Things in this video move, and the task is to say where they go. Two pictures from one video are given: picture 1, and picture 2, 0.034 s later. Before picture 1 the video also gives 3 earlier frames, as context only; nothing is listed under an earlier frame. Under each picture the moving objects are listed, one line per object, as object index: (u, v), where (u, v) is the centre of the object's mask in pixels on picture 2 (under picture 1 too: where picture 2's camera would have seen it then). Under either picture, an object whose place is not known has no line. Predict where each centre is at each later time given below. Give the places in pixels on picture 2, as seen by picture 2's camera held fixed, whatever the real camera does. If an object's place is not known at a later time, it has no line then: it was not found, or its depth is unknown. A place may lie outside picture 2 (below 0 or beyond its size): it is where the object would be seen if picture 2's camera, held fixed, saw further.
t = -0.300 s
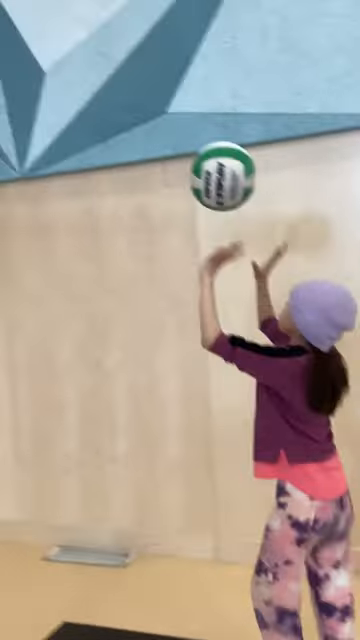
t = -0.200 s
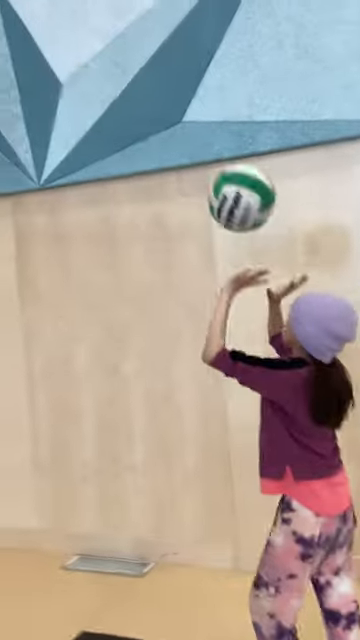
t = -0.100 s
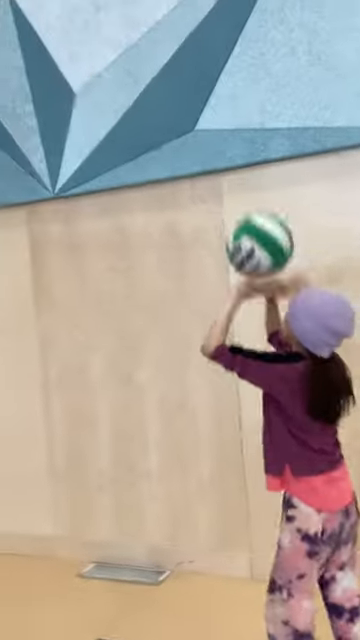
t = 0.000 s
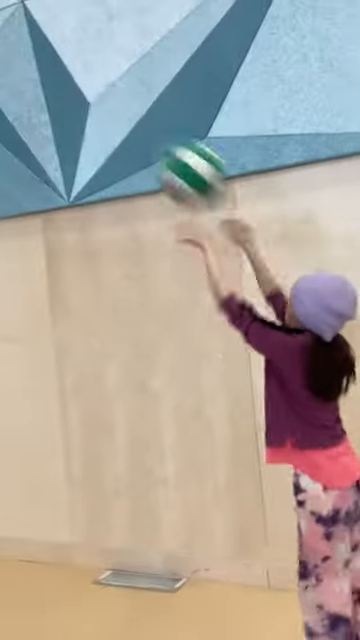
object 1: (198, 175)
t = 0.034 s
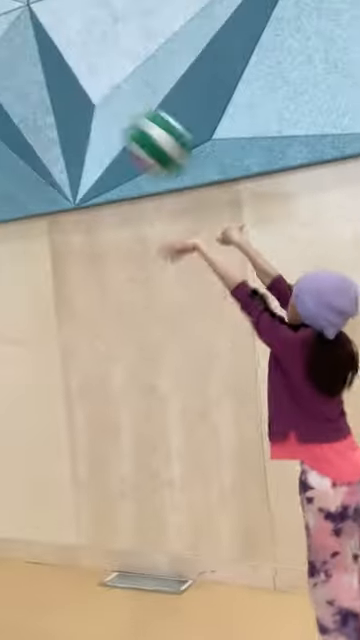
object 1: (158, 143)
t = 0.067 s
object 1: (119, 117)
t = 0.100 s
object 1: (85, 94)
